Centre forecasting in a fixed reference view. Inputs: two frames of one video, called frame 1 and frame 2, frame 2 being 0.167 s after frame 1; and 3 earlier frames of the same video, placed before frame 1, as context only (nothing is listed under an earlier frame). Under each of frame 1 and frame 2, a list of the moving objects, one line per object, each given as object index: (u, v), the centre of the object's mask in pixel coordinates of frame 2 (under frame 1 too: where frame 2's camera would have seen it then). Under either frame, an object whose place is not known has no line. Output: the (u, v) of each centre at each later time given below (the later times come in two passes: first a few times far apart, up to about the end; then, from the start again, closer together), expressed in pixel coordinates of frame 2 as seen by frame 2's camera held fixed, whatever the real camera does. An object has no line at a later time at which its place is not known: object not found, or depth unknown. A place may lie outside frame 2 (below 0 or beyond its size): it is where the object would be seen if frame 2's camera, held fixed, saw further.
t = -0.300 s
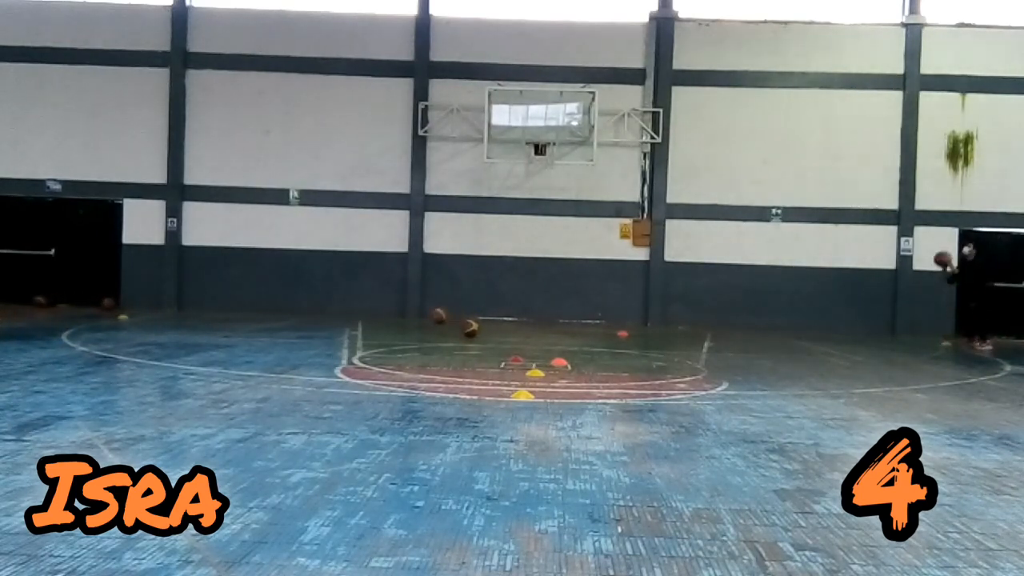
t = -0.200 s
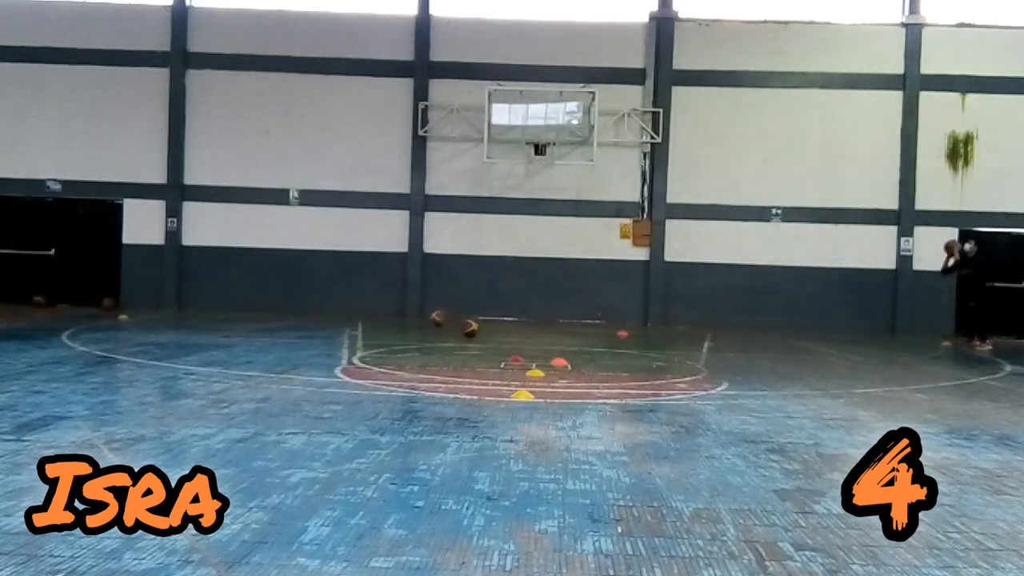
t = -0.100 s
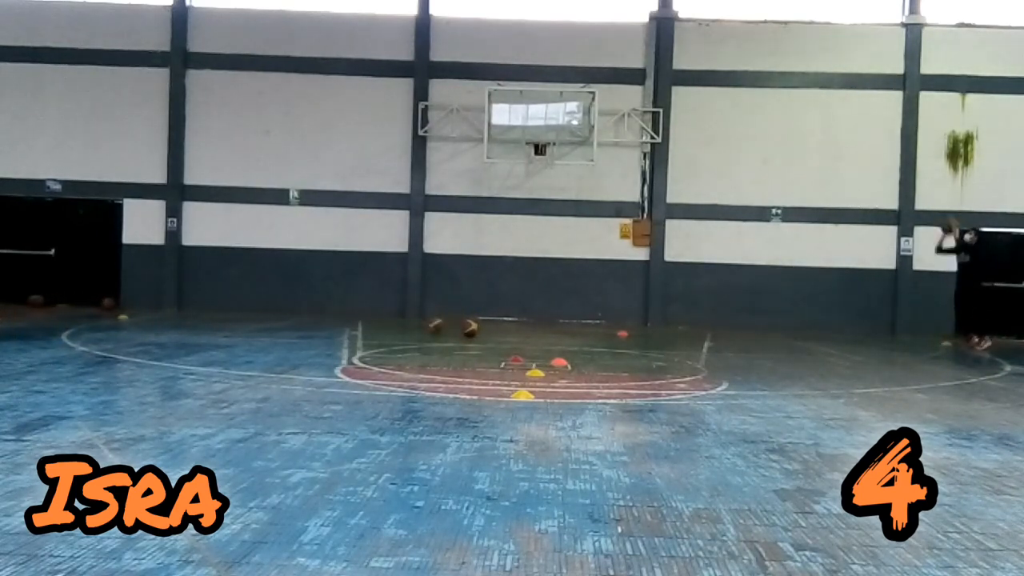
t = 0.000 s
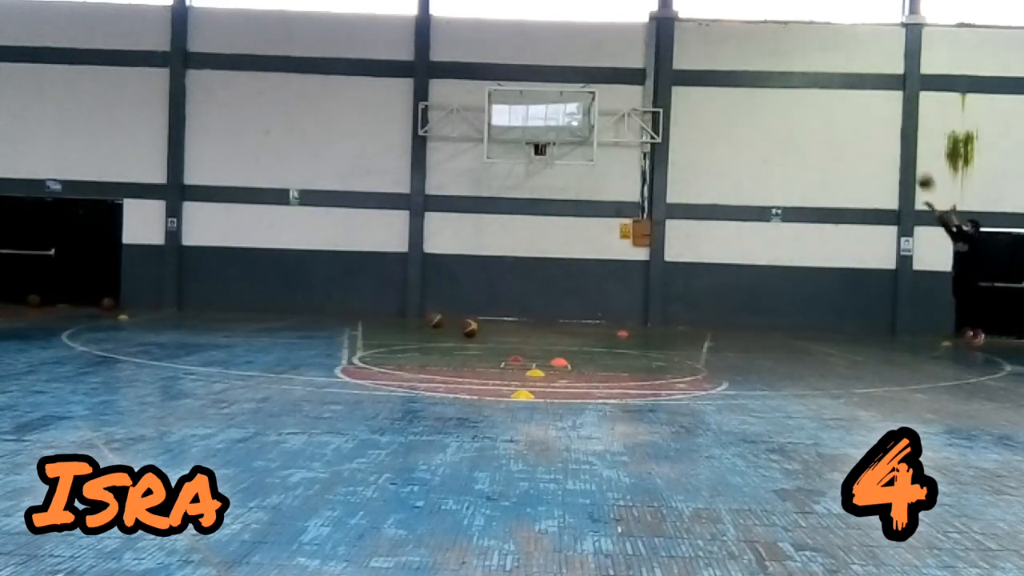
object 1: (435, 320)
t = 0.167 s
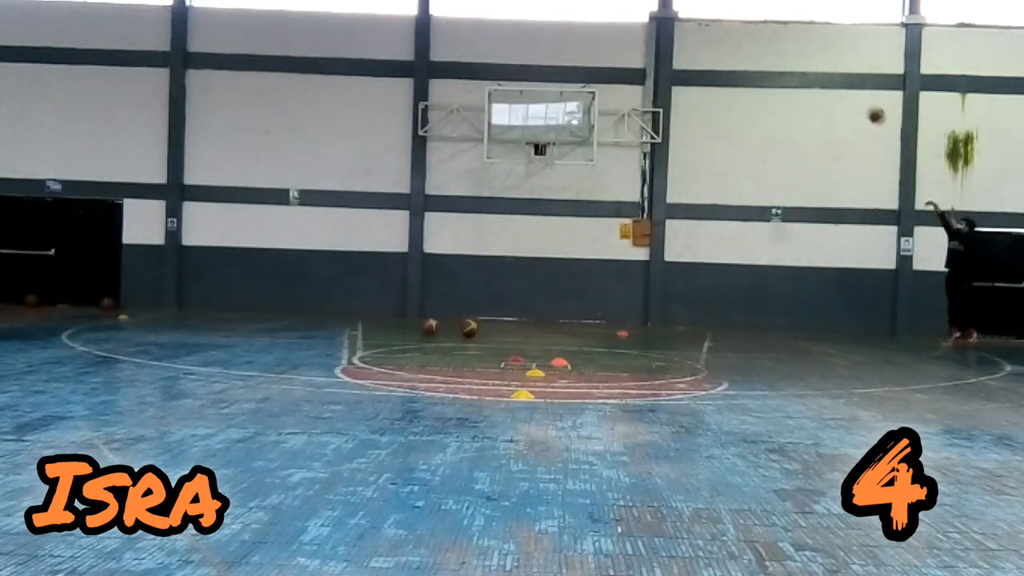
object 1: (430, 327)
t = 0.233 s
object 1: (429, 324)
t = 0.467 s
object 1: (422, 325)
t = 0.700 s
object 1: (418, 326)
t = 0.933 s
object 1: (412, 328)
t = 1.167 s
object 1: (408, 330)
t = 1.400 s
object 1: (401, 331)
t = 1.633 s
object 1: (396, 332)
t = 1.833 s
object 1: (389, 334)
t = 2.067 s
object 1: (383, 334)
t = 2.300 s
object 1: (376, 336)
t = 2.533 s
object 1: (369, 336)
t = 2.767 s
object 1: (361, 337)
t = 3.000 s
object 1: (353, 337)
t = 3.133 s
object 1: (347, 338)
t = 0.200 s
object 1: (429, 326)
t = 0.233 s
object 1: (429, 324)
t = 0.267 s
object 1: (429, 323)
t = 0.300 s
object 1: (428, 323)
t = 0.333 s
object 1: (427, 323)
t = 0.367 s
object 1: (426, 324)
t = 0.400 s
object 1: (425, 326)
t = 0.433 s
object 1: (423, 326)
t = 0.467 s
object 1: (422, 325)
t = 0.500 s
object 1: (422, 325)
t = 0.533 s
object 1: (421, 325)
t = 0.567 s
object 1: (420, 325)
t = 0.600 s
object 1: (420, 326)
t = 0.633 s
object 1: (419, 328)
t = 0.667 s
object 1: (418, 327)
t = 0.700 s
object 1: (418, 326)
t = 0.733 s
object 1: (418, 326)
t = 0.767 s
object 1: (417, 326)
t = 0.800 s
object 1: (417, 328)
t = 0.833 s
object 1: (416, 329)
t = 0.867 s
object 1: (414, 327)
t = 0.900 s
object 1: (413, 327)
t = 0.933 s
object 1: (412, 328)
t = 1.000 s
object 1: (412, 329)
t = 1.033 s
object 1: (411, 329)
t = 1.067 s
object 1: (411, 329)
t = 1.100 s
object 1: (410, 329)
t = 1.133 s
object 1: (409, 330)
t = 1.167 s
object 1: (408, 330)
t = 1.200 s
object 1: (407, 330)
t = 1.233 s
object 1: (406, 330)
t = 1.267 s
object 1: (405, 330)
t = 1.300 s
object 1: (404, 330)
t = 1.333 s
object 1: (403, 331)
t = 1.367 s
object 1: (402, 331)
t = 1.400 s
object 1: (401, 331)
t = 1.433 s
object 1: (400, 331)
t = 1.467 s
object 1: (399, 331)
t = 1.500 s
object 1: (398, 331)
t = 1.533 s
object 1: (398, 331)
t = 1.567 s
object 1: (397, 332)
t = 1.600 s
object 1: (396, 332)
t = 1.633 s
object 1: (396, 332)
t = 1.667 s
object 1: (395, 332)
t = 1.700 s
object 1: (395, 332)
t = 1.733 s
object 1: (393, 332)
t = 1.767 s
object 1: (393, 332)
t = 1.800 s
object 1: (392, 332)
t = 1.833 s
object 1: (389, 334)
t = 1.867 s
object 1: (389, 334)
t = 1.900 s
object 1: (388, 335)
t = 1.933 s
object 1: (387, 335)
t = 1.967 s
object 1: (386, 335)
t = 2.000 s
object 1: (386, 334)
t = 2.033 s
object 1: (384, 334)
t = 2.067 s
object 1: (383, 334)
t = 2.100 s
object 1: (382, 334)
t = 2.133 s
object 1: (381, 334)
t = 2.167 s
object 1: (379, 335)
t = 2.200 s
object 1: (378, 335)
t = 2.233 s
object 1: (377, 335)
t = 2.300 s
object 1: (376, 336)
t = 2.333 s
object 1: (375, 335)
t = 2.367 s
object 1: (375, 336)
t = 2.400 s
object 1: (374, 336)
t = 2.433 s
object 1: (373, 336)
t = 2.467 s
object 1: (371, 336)
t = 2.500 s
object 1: (370, 337)
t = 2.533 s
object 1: (369, 336)
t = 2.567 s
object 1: (368, 336)
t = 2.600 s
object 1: (367, 336)
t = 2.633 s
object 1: (366, 337)
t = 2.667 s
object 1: (364, 337)
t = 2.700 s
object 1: (363, 337)
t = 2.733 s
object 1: (361, 337)
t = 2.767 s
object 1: (361, 337)
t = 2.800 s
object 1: (359, 338)
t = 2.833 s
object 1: (358, 338)
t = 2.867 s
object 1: (357, 338)
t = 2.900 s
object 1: (355, 337)
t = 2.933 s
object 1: (354, 337)
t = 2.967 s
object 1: (354, 337)
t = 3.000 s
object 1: (353, 337)
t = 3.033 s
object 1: (352, 337)
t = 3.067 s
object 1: (351, 338)
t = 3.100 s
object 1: (348, 338)
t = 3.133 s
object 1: (347, 338)
